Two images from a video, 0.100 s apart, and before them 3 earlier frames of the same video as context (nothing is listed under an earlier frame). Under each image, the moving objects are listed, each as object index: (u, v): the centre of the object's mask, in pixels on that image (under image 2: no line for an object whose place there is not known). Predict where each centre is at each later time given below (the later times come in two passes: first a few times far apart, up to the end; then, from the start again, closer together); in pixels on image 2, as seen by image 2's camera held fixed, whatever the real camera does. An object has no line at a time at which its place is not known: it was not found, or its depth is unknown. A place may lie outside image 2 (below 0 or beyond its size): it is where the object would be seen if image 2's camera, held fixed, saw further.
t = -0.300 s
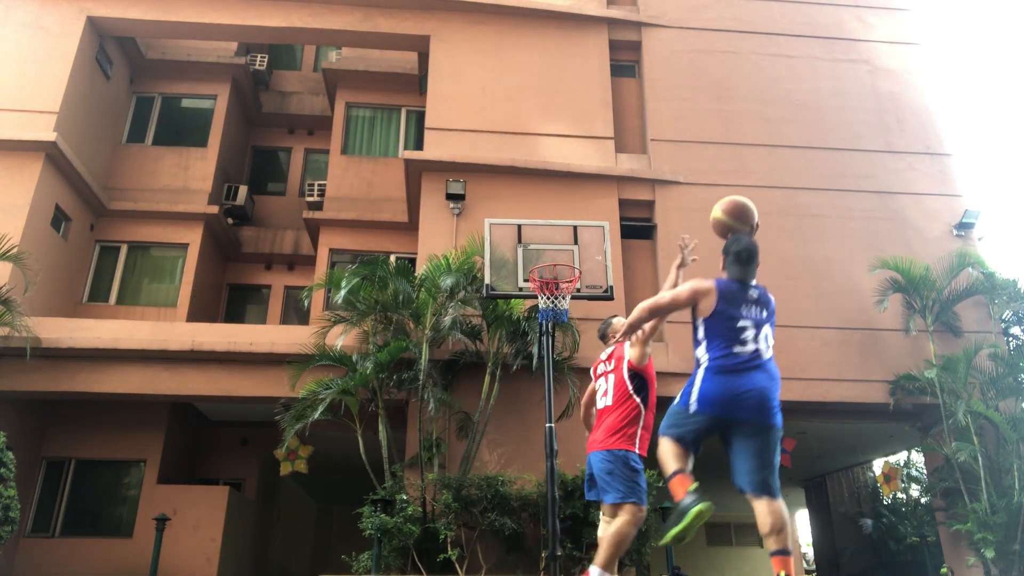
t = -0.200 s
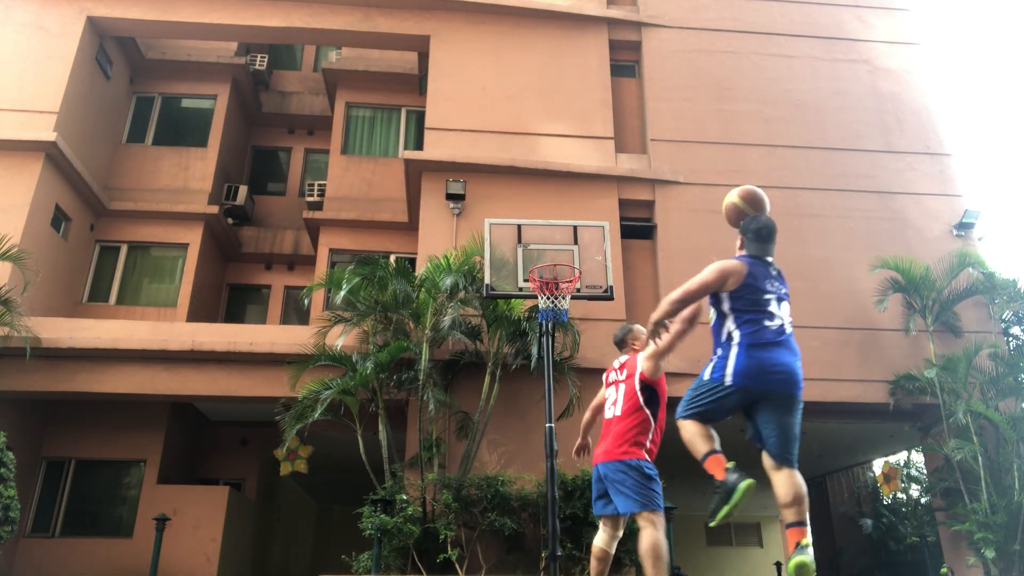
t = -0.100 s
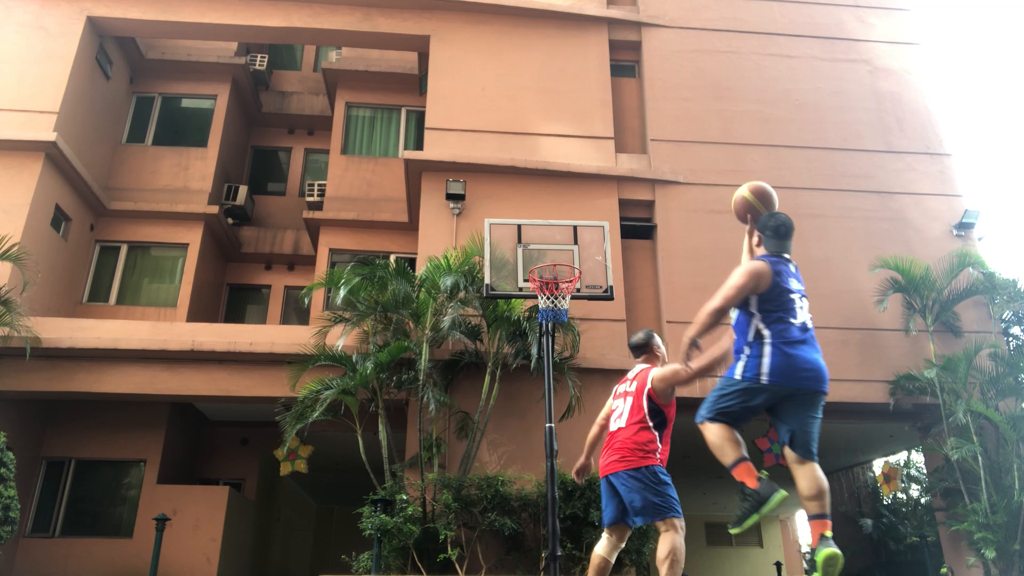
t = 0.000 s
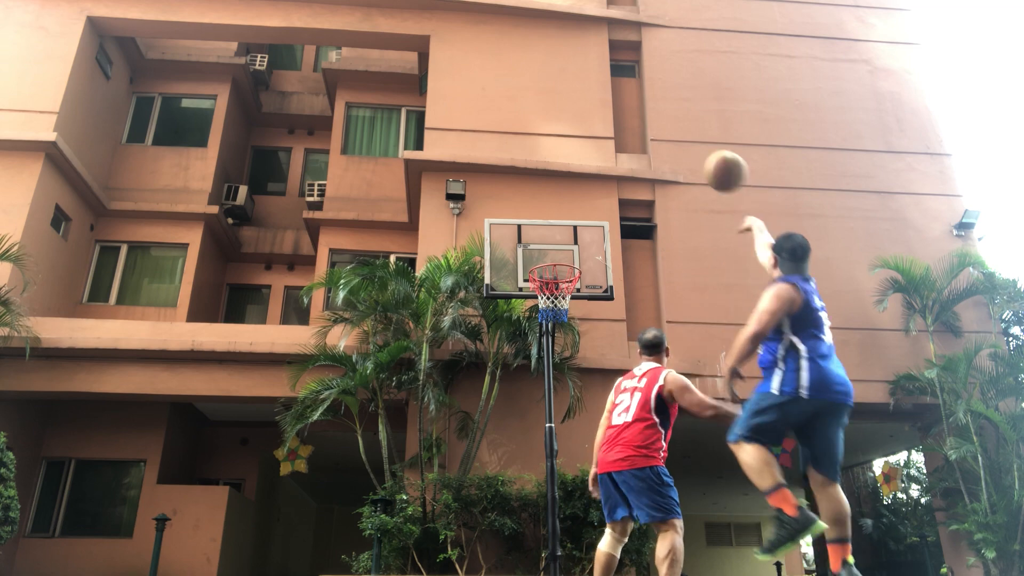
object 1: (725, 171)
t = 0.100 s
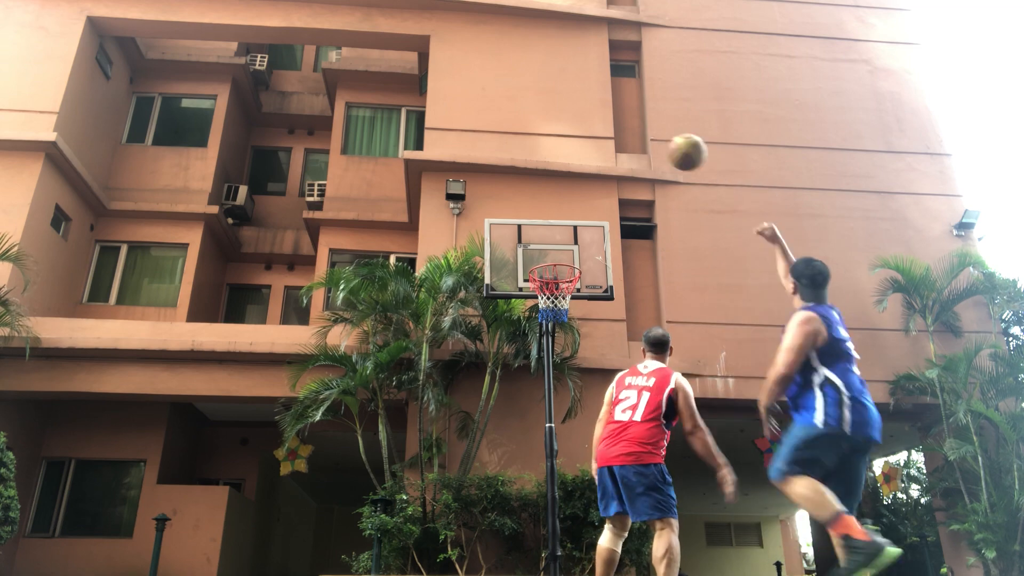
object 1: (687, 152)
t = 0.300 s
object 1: (630, 153)
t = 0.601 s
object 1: (570, 221)
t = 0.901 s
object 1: (557, 318)
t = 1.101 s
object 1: (576, 383)
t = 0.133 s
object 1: (676, 149)
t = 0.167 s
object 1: (665, 147)
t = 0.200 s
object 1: (656, 147)
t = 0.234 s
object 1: (646, 148)
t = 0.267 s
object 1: (638, 150)
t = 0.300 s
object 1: (630, 153)
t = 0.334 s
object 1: (622, 157)
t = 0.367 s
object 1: (615, 162)
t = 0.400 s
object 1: (608, 168)
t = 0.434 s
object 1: (601, 175)
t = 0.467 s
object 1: (594, 183)
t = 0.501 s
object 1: (588, 191)
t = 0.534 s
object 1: (582, 200)
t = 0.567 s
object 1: (576, 210)
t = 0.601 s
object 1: (570, 221)
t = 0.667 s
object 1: (559, 245)
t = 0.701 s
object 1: (554, 256)
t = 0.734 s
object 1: (547, 271)
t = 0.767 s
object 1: (546, 283)
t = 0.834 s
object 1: (551, 304)
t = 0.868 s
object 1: (553, 311)
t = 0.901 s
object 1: (557, 318)
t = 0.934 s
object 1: (559, 326)
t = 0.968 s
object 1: (563, 336)
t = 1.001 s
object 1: (566, 346)
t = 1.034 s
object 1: (569, 358)
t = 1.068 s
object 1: (573, 369)
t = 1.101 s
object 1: (576, 383)
